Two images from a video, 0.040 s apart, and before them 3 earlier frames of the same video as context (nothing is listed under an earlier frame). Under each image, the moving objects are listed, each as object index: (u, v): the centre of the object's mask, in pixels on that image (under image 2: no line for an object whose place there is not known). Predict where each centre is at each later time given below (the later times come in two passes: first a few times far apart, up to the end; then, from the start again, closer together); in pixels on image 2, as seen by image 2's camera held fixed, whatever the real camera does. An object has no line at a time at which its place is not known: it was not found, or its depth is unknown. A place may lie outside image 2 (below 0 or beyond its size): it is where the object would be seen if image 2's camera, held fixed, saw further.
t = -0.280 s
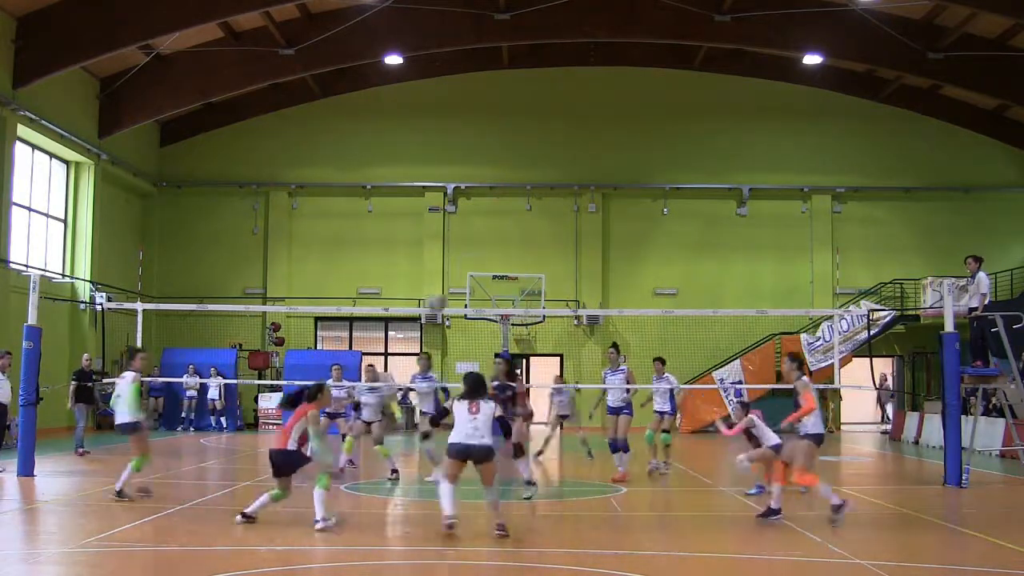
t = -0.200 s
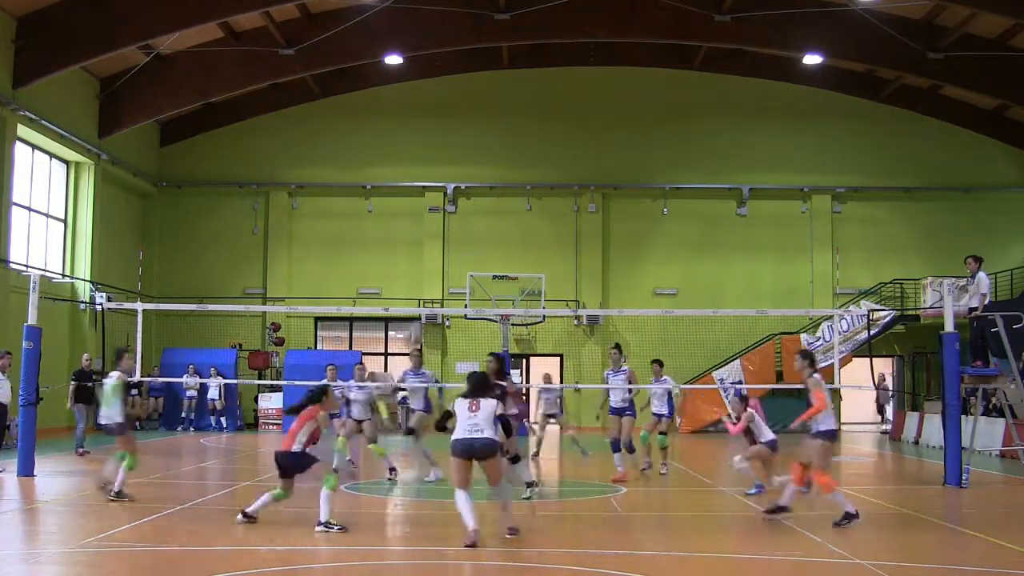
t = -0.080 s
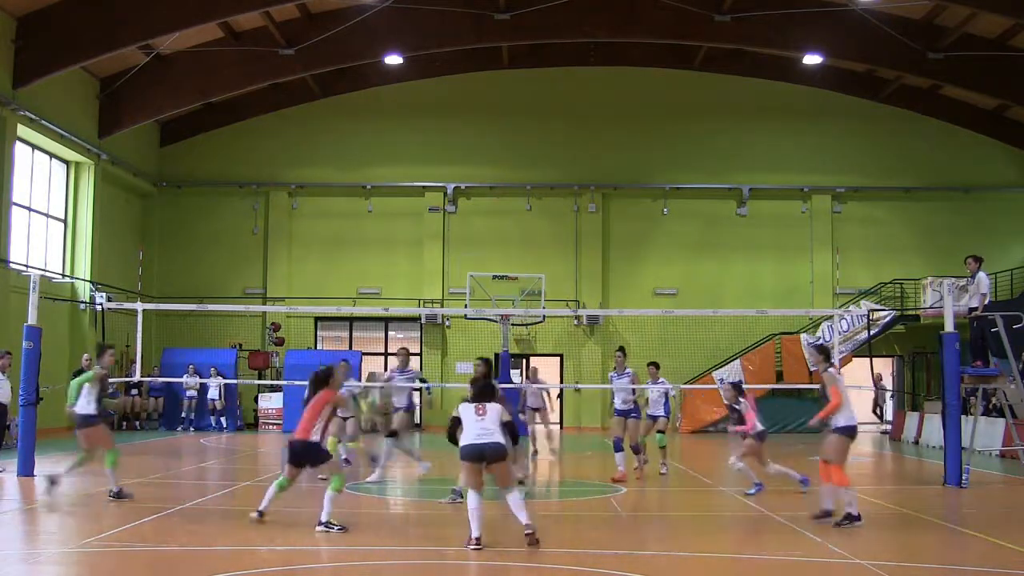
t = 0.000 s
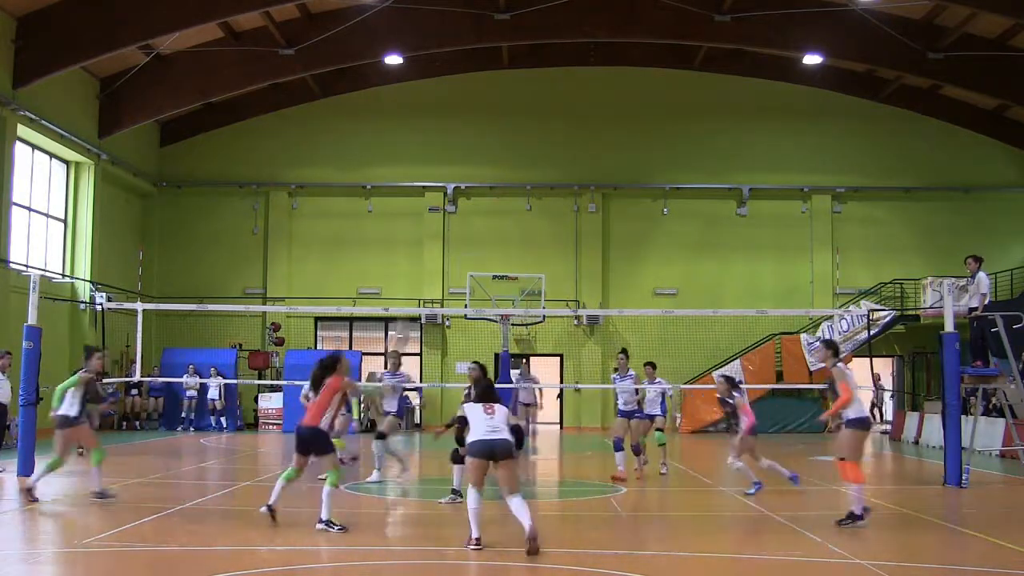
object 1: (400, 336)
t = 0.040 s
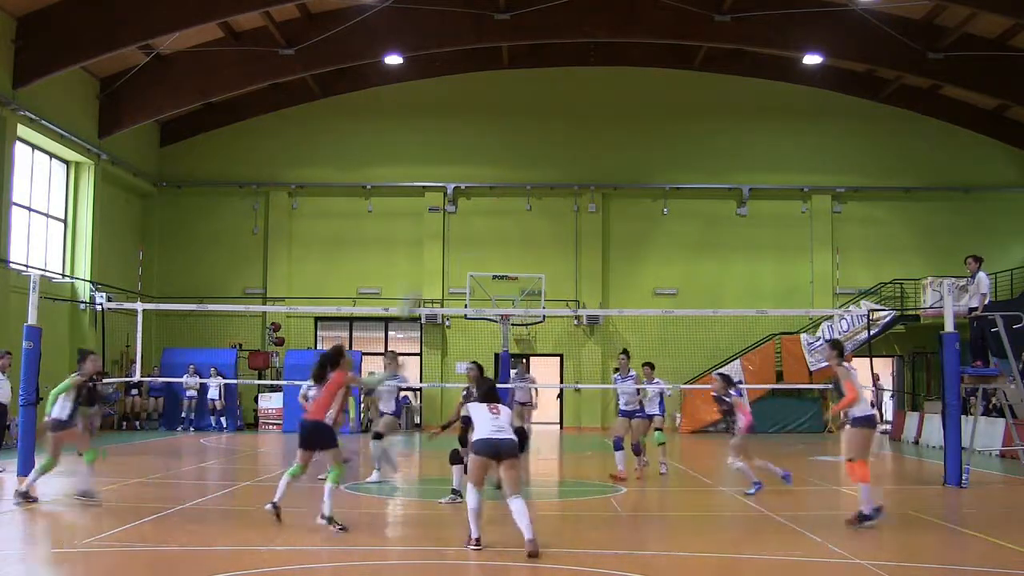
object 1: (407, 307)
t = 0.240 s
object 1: (469, 159)
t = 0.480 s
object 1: (532, 55)
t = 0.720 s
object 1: (590, 11)
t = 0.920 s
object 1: (636, 16)
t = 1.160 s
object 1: (690, 71)
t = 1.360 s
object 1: (732, 153)
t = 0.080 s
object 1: (423, 271)
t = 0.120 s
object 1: (434, 242)
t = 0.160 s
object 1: (448, 210)
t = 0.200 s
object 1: (454, 184)
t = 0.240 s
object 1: (469, 159)
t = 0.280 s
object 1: (479, 136)
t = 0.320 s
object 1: (492, 116)
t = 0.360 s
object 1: (501, 99)
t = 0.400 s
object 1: (511, 82)
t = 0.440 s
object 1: (523, 67)
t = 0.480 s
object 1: (532, 55)
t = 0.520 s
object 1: (542, 45)
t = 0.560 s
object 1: (551, 35)
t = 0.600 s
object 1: (561, 26)
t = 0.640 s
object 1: (571, 19)
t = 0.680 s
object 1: (580, 14)
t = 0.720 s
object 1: (590, 11)
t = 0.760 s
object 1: (599, 10)
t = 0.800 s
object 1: (608, 9)
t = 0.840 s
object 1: (618, 9)
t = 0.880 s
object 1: (627, 12)
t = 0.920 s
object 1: (636, 16)
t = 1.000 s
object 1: (655, 29)
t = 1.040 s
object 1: (664, 37)
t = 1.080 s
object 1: (672, 47)
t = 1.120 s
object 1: (680, 58)
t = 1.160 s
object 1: (690, 71)
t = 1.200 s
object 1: (699, 85)
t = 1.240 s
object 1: (706, 101)
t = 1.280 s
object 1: (715, 117)
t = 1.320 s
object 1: (724, 134)
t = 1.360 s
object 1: (732, 153)
